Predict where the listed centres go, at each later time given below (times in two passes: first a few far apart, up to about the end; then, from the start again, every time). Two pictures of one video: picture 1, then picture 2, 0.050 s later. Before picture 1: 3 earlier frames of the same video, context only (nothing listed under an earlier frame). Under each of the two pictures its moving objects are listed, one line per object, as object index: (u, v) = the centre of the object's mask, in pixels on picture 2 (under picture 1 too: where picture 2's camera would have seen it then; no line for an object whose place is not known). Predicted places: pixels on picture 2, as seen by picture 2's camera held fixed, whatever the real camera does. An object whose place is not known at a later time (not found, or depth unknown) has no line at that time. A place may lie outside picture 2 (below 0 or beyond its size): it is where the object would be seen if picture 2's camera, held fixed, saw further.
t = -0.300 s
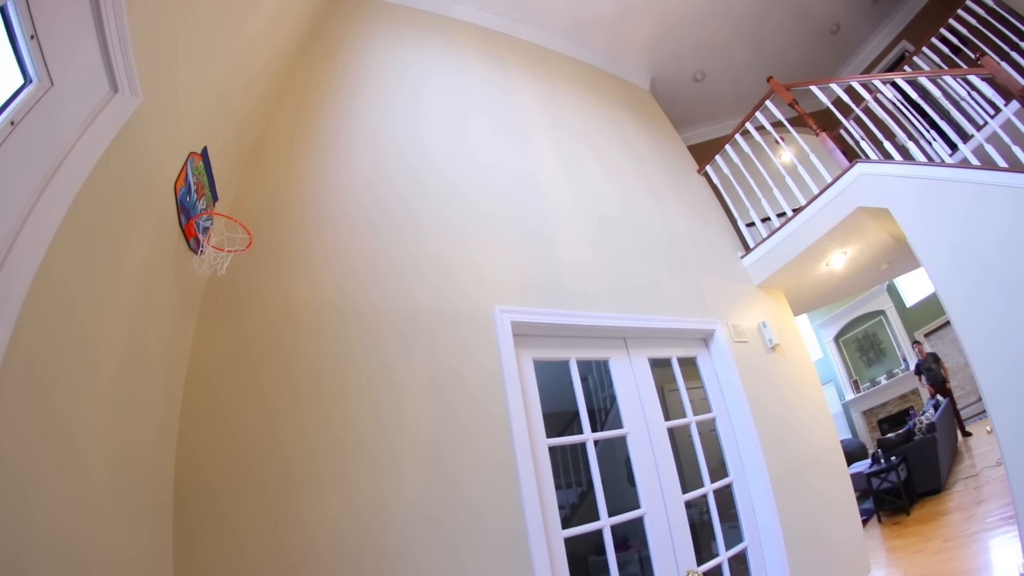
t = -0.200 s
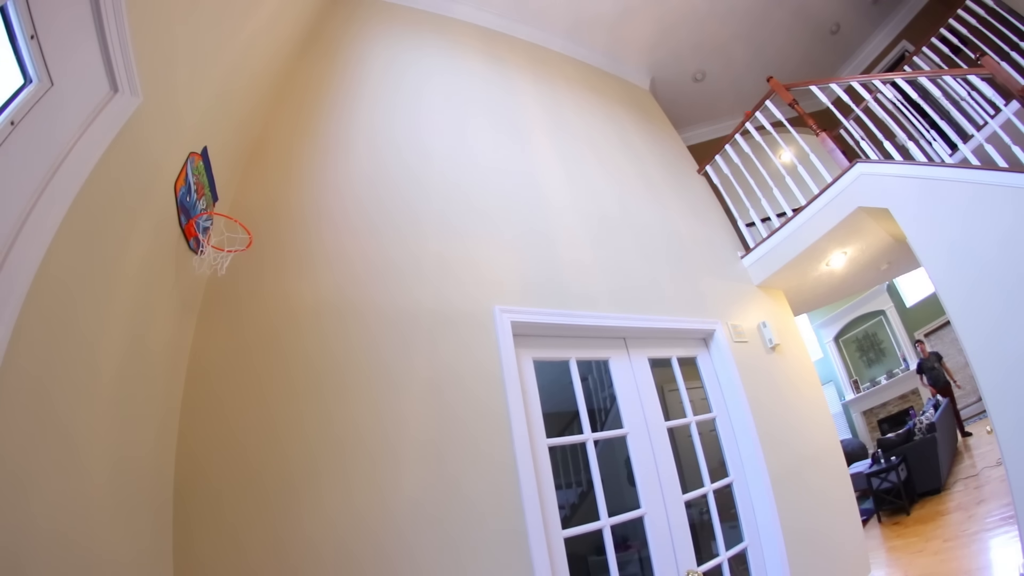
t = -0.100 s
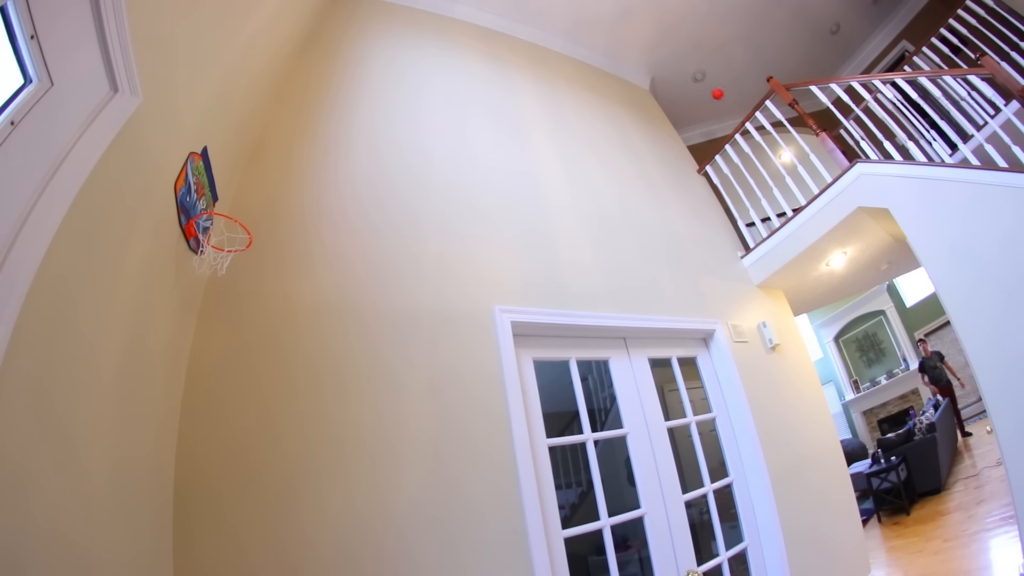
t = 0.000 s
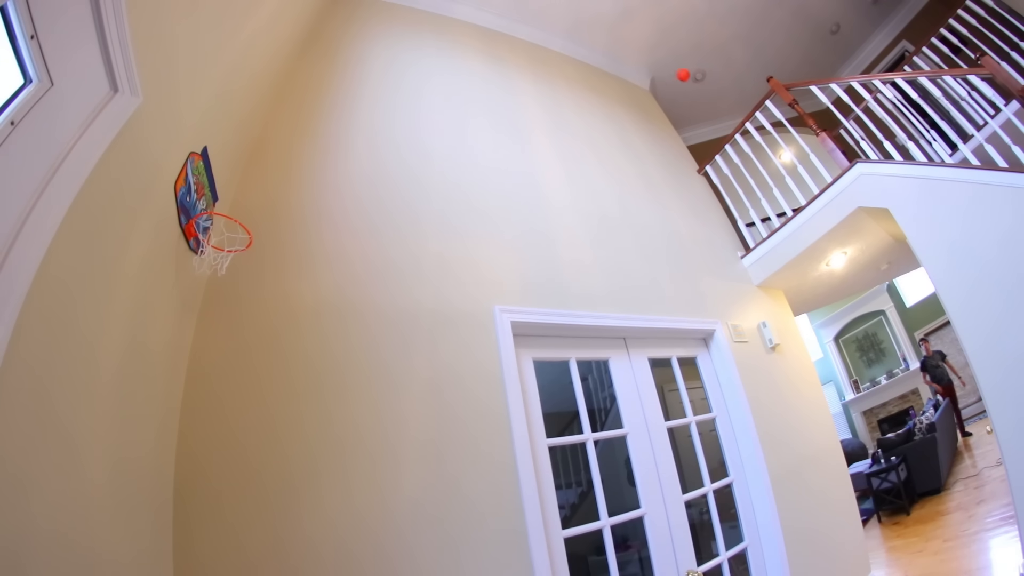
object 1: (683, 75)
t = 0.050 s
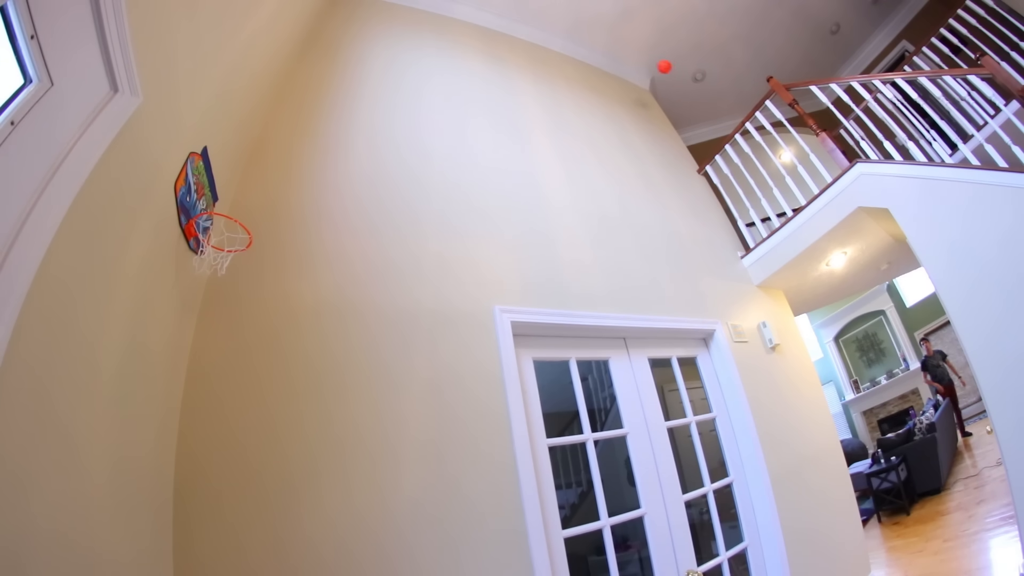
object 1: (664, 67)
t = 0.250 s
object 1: (563, 43)
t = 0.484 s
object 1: (256, 93)
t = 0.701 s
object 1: (532, 555)
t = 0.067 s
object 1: (657, 64)
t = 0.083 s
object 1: (650, 61)
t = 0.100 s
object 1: (644, 59)
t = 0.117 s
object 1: (636, 56)
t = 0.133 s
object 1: (628, 54)
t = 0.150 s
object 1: (620, 52)
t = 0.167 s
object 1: (612, 50)
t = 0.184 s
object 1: (603, 48)
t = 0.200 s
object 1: (594, 46)
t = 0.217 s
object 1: (584, 45)
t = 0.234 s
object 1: (574, 43)
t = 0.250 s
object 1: (563, 43)
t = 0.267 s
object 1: (551, 41)
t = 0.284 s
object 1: (539, 41)
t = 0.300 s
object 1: (525, 40)
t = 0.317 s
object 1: (511, 40)
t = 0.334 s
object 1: (495, 41)
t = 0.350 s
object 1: (478, 42)
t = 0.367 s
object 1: (459, 43)
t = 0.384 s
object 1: (438, 46)
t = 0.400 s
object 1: (415, 49)
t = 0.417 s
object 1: (389, 54)
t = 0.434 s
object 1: (361, 60)
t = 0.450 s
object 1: (329, 69)
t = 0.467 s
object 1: (294, 79)
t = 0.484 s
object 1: (256, 93)
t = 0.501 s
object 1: (214, 110)
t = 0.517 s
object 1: (193, 128)
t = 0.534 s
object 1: (207, 146)
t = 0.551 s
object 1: (223, 168)
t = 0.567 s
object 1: (241, 192)
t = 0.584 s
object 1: (262, 221)
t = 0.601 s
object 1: (287, 258)
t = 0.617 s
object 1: (316, 300)
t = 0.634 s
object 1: (350, 349)
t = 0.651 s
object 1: (389, 400)
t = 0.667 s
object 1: (436, 457)
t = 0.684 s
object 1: (485, 514)
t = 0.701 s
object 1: (532, 555)
